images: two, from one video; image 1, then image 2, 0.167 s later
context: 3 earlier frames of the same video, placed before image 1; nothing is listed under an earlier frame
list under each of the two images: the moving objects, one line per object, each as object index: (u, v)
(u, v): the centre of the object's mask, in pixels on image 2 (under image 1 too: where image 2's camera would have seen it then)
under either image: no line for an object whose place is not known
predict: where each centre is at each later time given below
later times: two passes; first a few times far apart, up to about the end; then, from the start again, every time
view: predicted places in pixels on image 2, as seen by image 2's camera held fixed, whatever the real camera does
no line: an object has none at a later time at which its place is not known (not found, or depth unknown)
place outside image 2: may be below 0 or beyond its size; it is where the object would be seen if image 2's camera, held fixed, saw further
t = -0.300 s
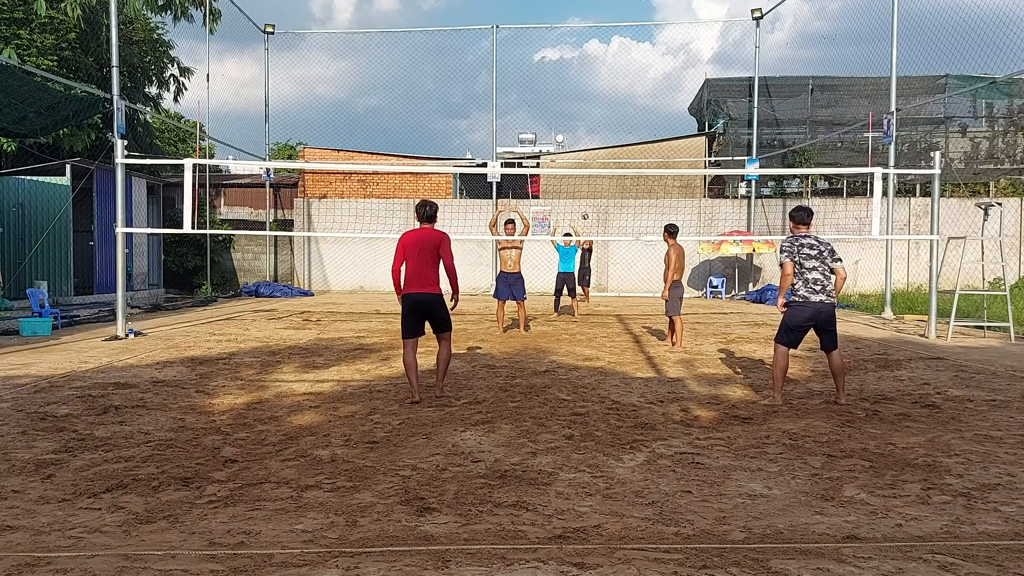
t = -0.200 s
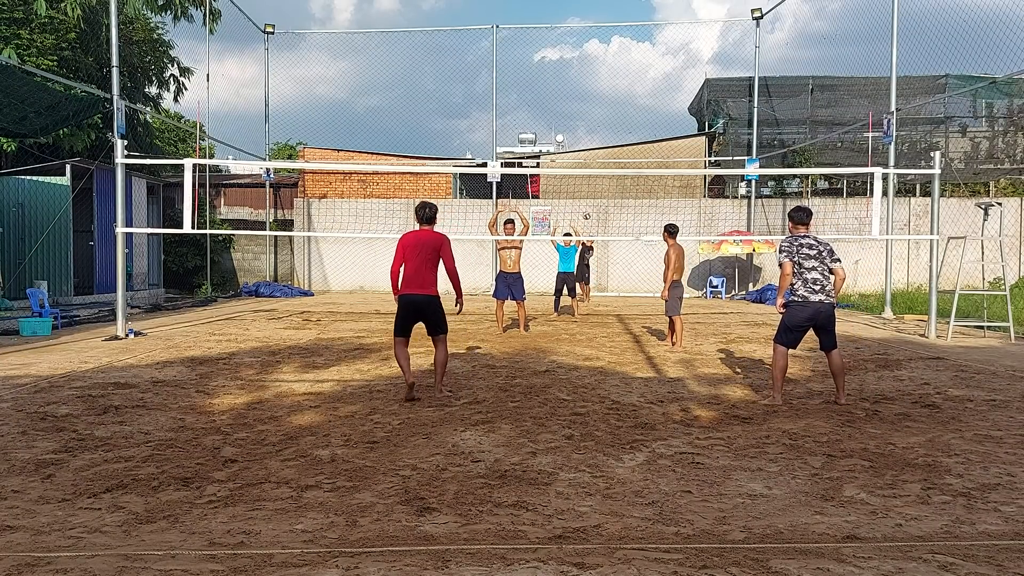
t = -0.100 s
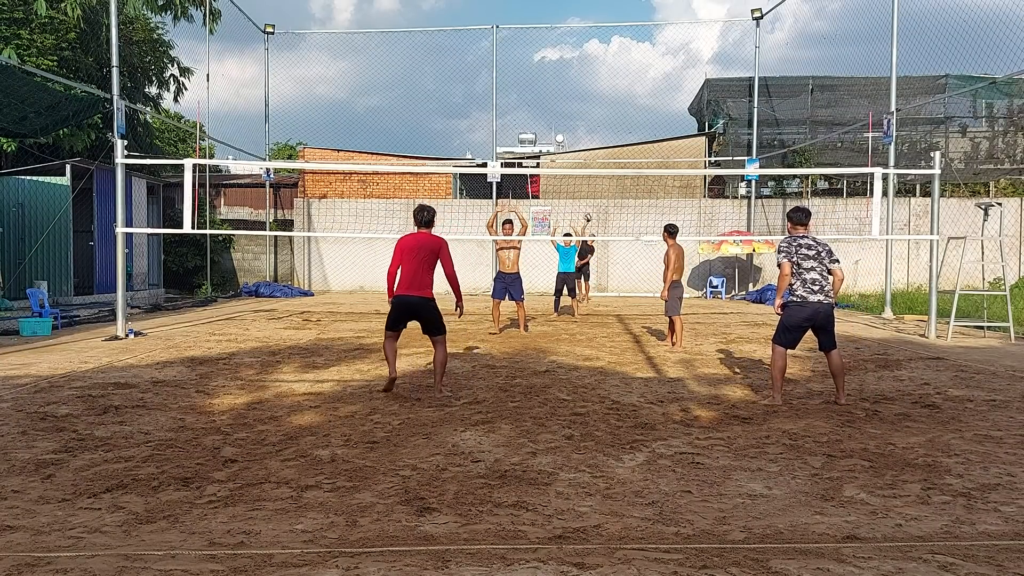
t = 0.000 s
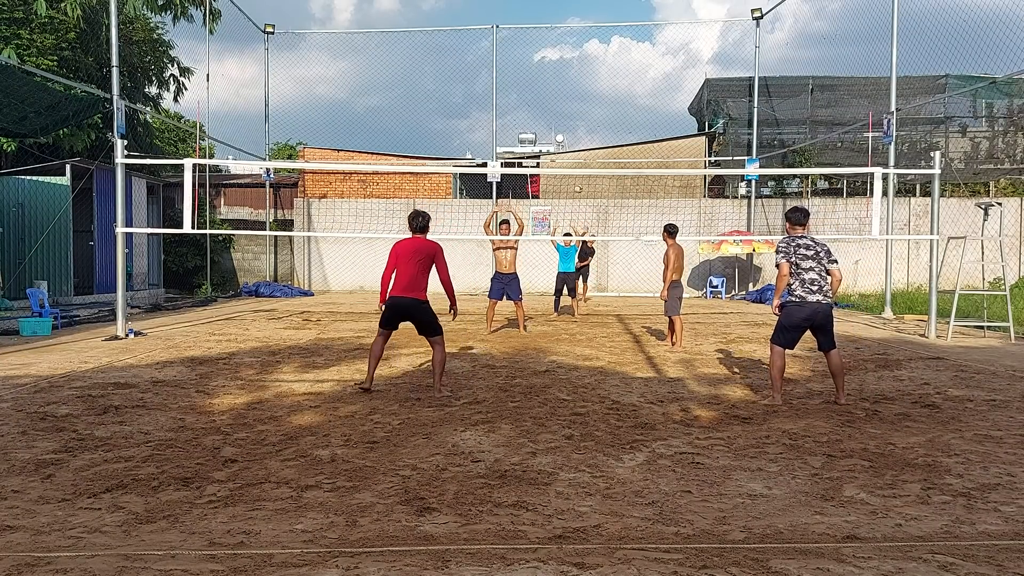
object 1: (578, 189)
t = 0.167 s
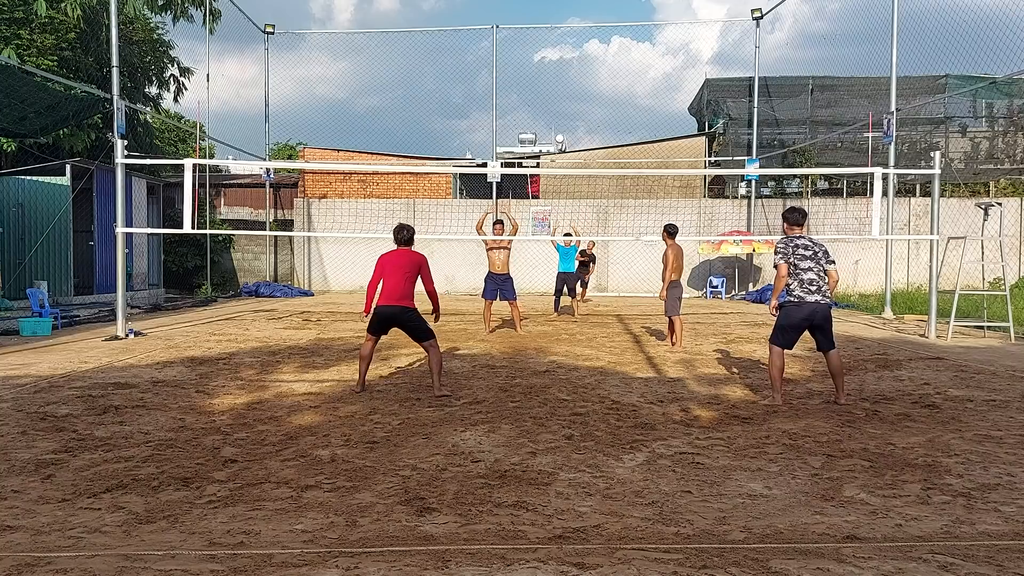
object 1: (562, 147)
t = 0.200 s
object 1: (559, 140)
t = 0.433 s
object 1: (528, 103)
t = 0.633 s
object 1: (498, 87)
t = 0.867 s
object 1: (459, 96)
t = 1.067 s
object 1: (419, 132)
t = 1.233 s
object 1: (380, 188)
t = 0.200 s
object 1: (559, 140)
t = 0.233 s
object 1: (554, 134)
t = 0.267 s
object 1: (550, 128)
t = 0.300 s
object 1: (546, 122)
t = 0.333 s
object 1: (541, 117)
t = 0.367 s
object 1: (537, 112)
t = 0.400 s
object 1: (533, 107)
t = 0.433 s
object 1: (528, 103)
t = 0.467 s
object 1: (524, 99)
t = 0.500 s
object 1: (519, 96)
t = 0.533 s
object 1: (513, 93)
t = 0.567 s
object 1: (508, 91)
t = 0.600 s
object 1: (503, 89)
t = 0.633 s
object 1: (498, 87)
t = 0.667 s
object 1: (493, 87)
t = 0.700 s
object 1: (488, 86)
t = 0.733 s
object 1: (482, 87)
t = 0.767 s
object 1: (477, 88)
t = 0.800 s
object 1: (471, 90)
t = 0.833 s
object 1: (465, 92)
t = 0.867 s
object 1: (459, 96)
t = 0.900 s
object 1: (452, 100)
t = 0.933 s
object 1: (446, 104)
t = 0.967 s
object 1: (440, 110)
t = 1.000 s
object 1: (433, 116)
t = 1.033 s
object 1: (426, 124)
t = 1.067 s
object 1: (419, 132)
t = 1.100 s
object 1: (412, 141)
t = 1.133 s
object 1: (404, 151)
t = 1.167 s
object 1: (397, 163)
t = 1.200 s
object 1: (388, 175)
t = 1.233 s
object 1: (380, 188)
